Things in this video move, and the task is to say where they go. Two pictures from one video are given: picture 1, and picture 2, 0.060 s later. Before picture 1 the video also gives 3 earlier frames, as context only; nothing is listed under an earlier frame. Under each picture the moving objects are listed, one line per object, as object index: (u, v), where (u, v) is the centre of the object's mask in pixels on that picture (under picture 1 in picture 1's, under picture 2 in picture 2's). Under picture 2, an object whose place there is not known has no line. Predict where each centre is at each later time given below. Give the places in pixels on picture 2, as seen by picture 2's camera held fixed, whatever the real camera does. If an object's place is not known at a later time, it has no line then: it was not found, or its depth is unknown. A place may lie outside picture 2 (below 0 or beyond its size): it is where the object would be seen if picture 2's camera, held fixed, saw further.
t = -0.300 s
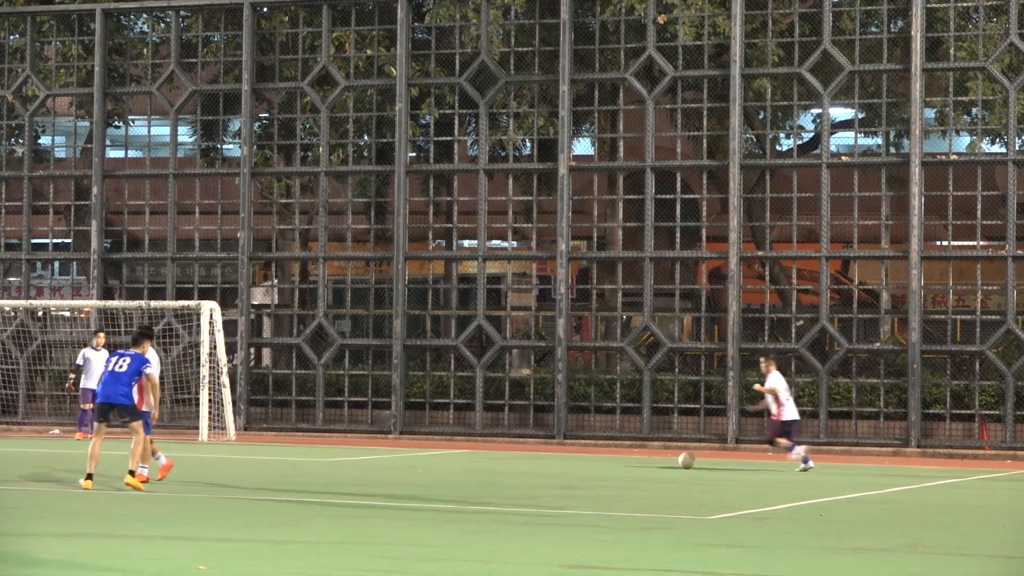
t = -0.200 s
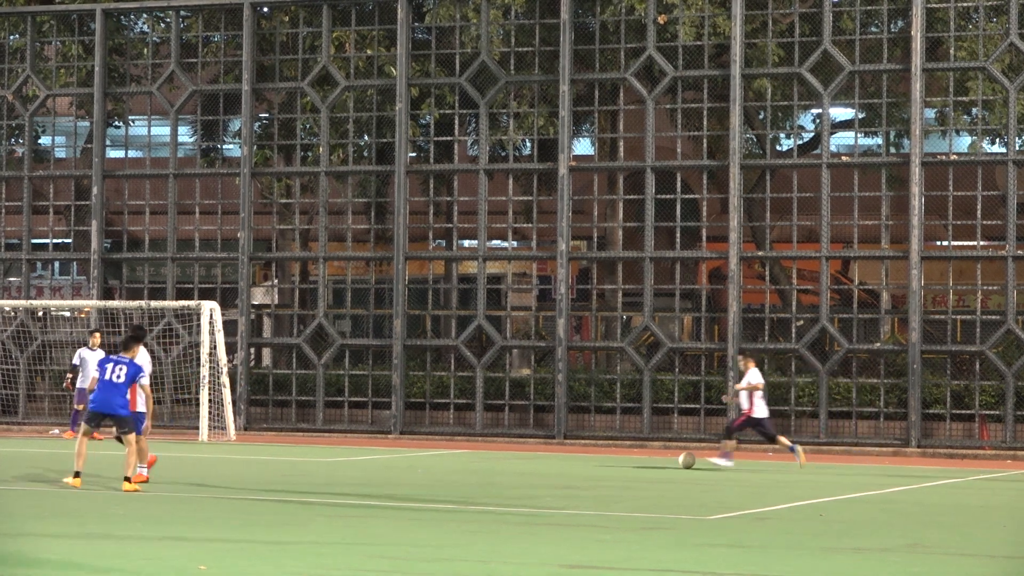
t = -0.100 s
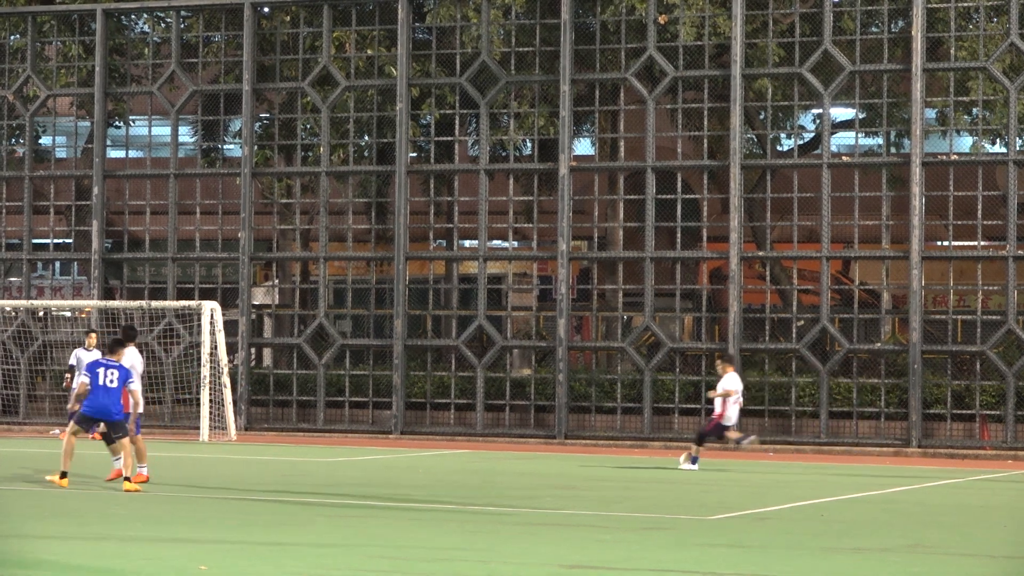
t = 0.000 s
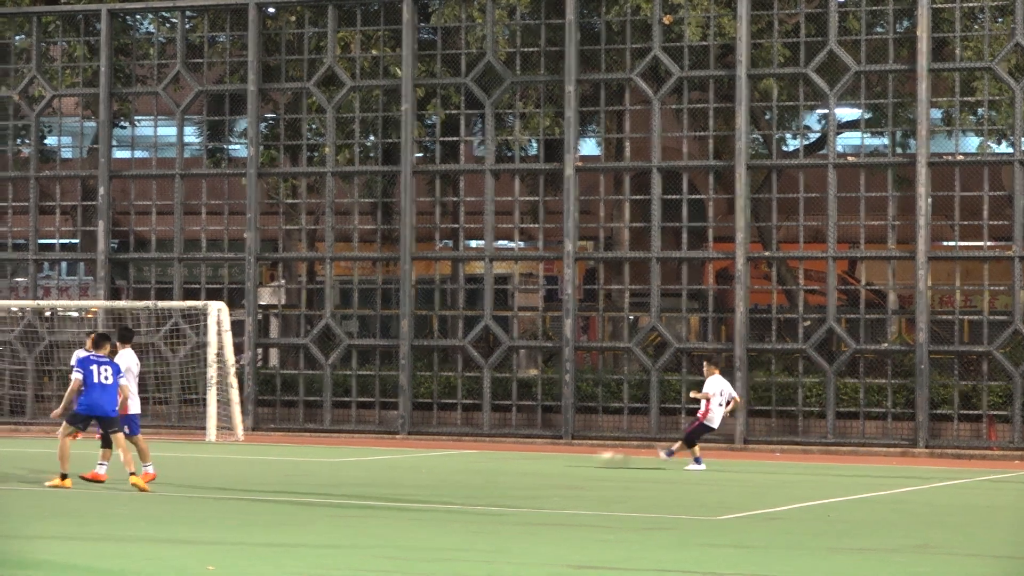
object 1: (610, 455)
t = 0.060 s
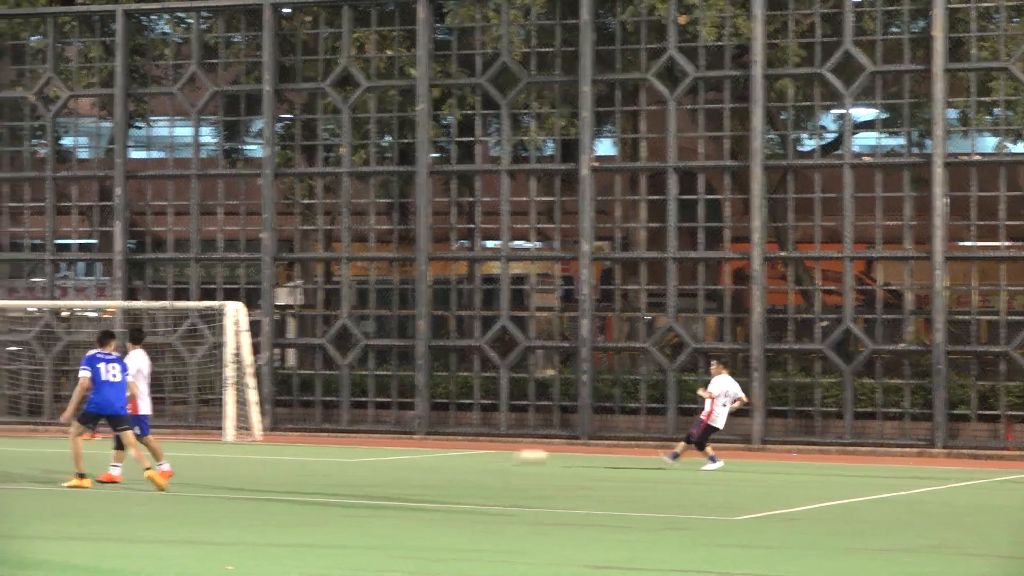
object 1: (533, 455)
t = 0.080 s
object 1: (500, 456)
